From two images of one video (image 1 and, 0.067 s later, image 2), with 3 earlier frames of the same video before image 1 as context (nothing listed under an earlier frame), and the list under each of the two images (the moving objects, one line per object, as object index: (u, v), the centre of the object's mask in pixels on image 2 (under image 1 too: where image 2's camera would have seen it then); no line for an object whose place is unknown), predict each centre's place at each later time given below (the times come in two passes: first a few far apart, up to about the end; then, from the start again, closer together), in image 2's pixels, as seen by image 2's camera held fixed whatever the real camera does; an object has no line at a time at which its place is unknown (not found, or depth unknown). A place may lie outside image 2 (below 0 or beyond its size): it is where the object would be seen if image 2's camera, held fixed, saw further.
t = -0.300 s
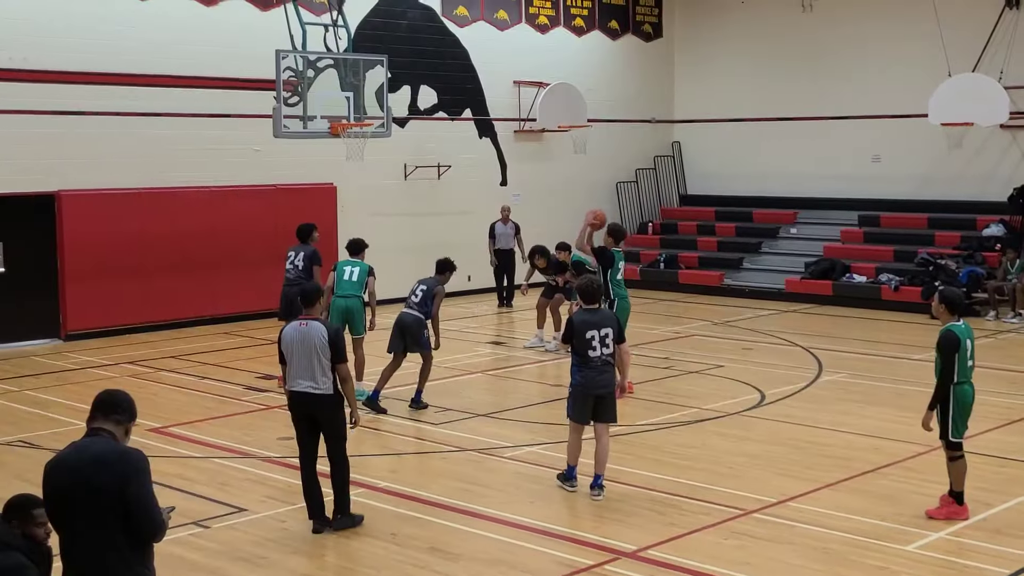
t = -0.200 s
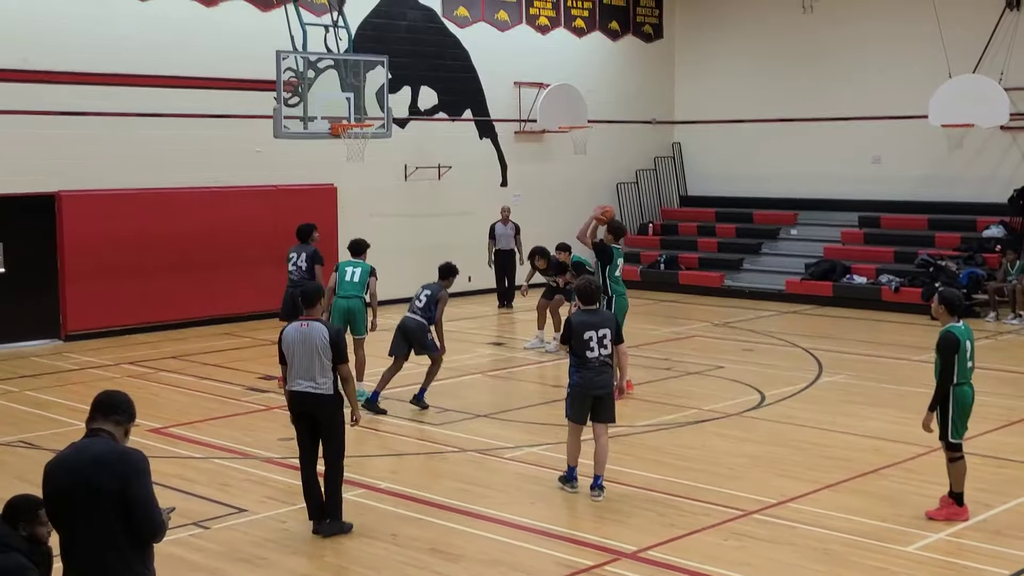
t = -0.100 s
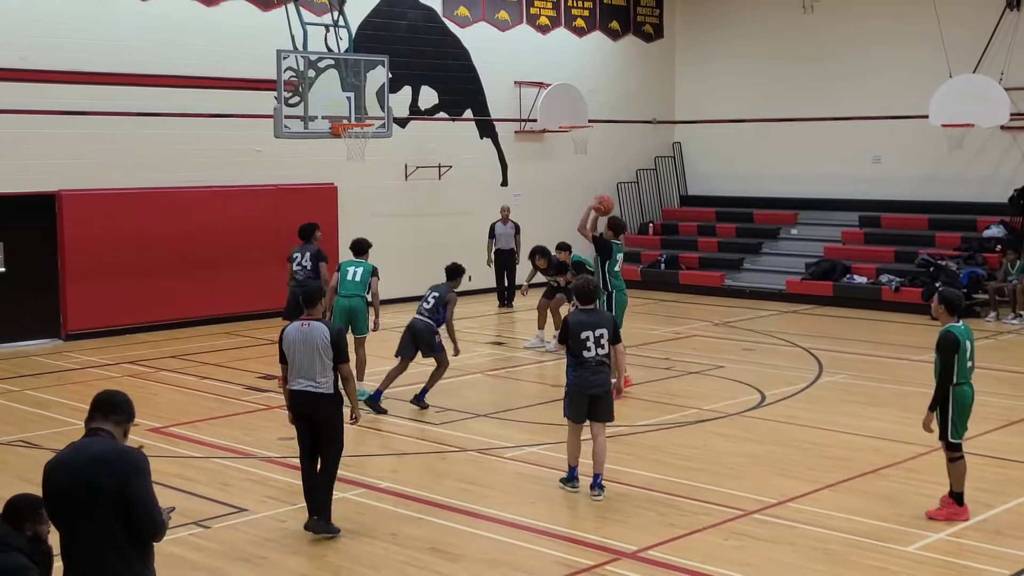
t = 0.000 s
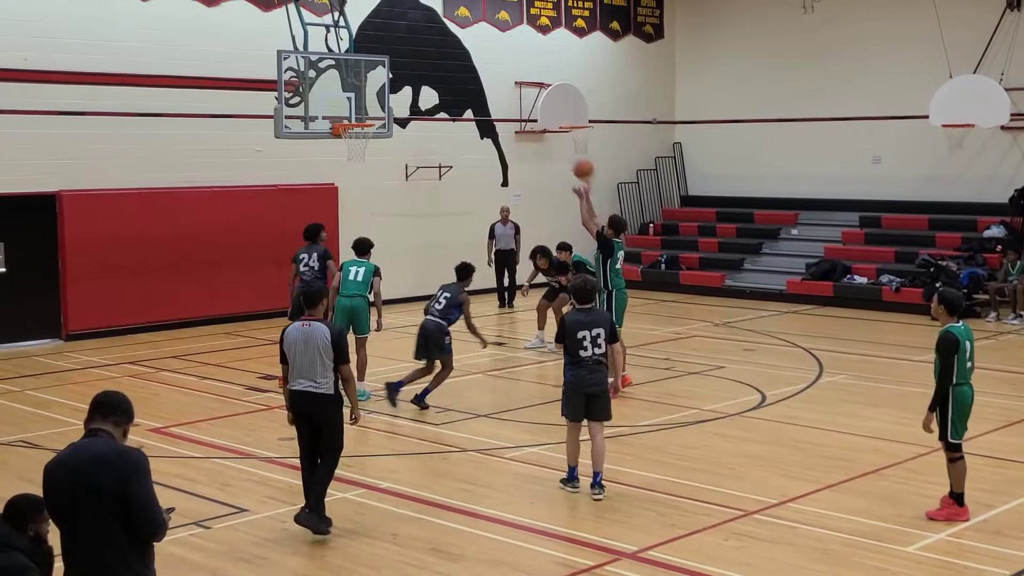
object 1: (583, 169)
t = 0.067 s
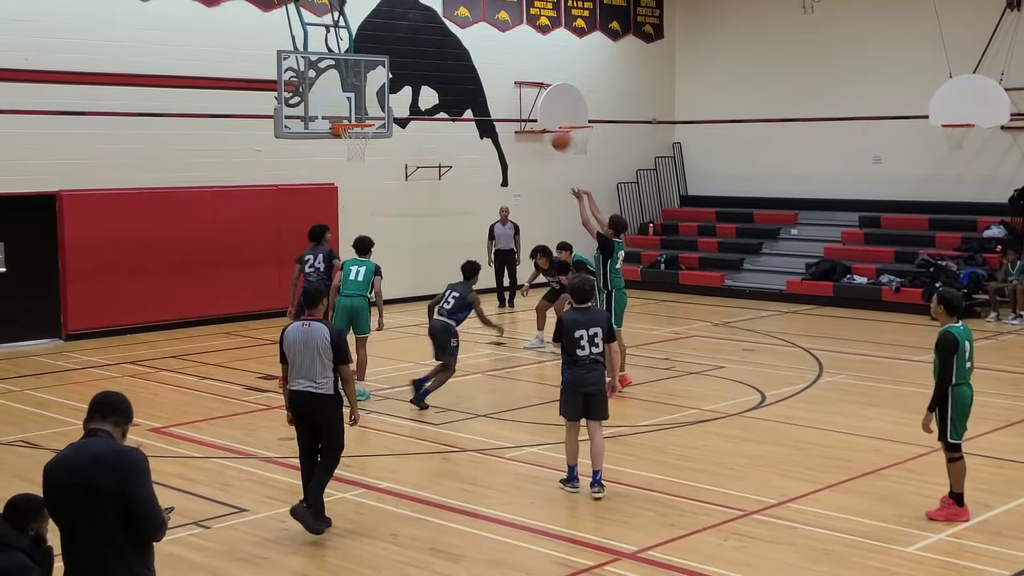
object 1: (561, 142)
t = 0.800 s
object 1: (362, 94)
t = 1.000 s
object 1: (362, 96)
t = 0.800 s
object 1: (362, 94)
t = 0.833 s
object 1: (354, 102)
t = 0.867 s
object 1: (347, 111)
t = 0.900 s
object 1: (343, 115)
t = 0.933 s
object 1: (349, 109)
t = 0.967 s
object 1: (356, 102)
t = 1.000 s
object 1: (362, 96)
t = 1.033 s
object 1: (367, 92)
